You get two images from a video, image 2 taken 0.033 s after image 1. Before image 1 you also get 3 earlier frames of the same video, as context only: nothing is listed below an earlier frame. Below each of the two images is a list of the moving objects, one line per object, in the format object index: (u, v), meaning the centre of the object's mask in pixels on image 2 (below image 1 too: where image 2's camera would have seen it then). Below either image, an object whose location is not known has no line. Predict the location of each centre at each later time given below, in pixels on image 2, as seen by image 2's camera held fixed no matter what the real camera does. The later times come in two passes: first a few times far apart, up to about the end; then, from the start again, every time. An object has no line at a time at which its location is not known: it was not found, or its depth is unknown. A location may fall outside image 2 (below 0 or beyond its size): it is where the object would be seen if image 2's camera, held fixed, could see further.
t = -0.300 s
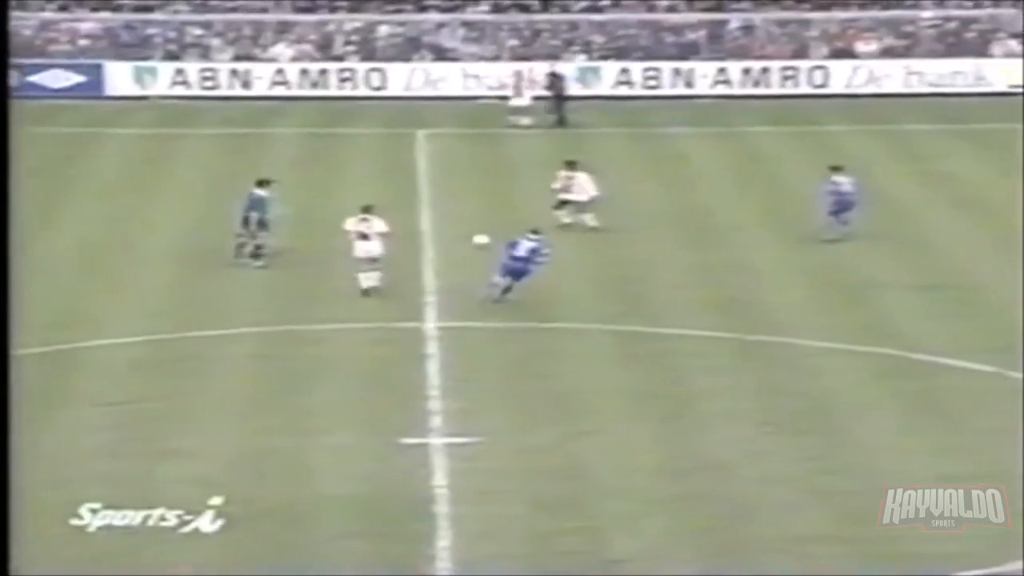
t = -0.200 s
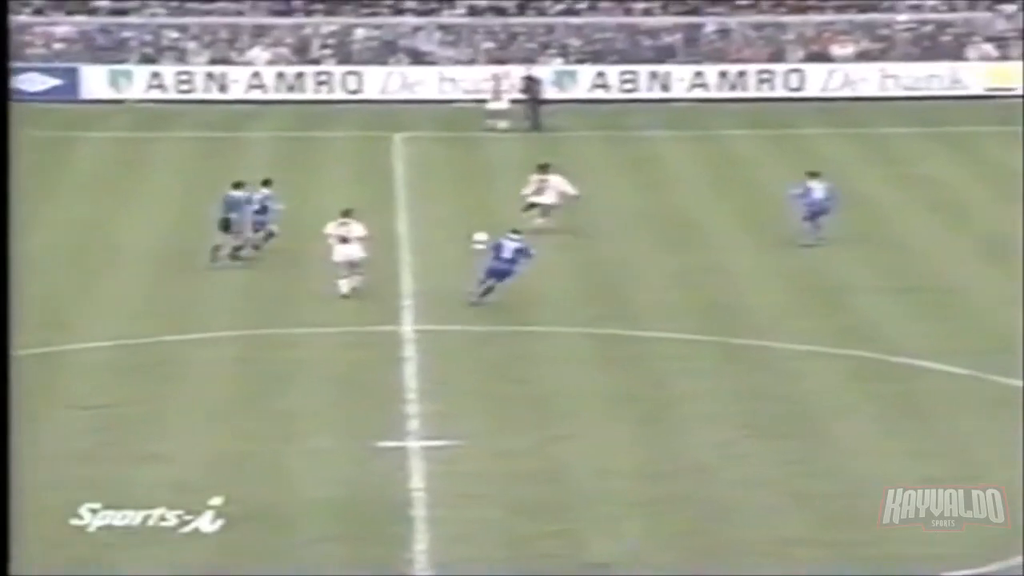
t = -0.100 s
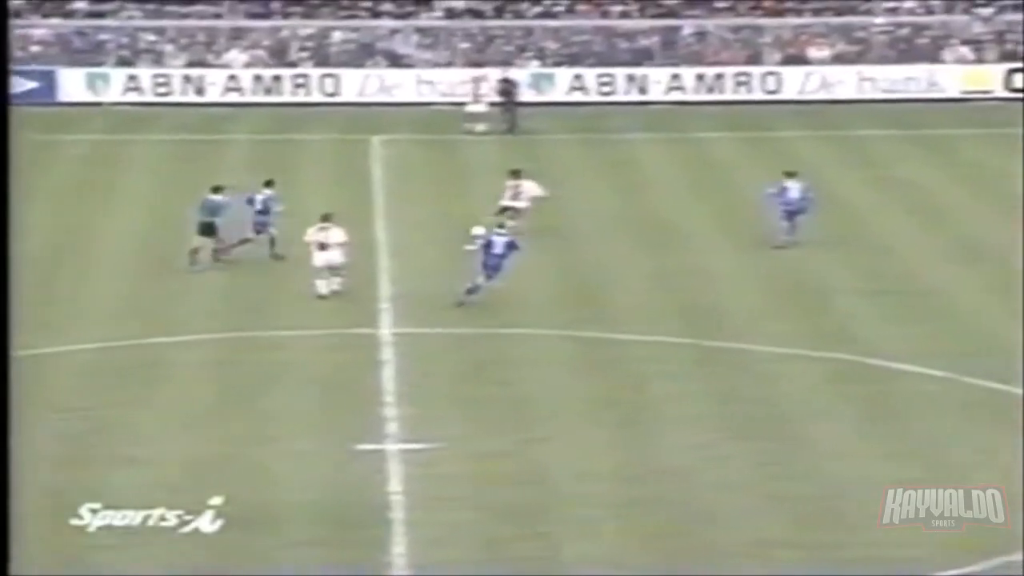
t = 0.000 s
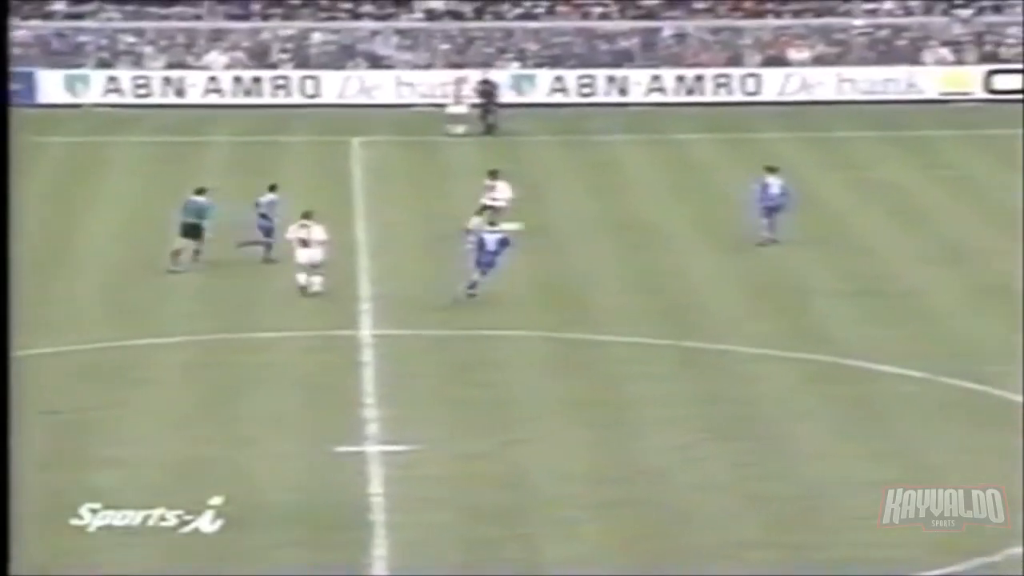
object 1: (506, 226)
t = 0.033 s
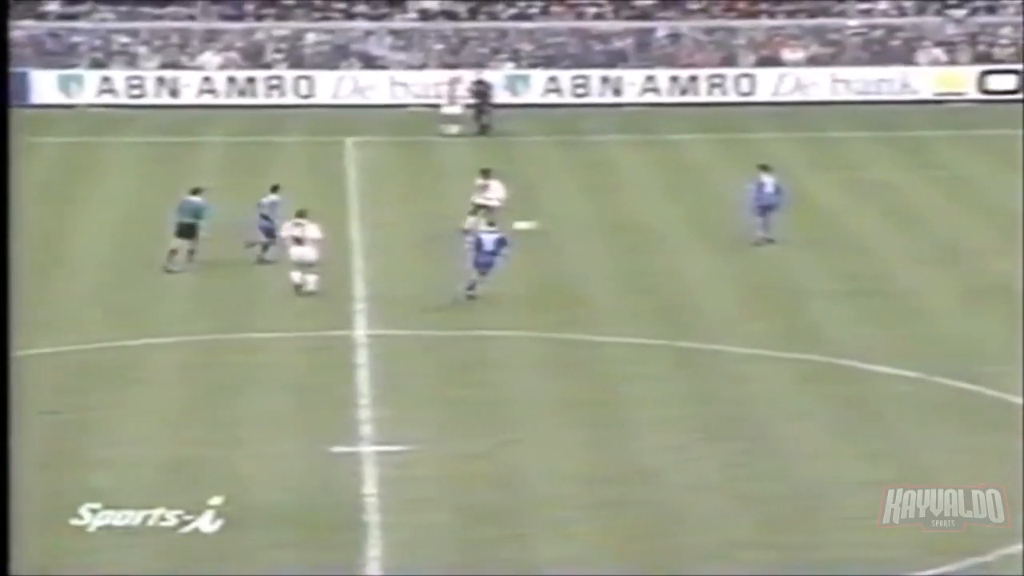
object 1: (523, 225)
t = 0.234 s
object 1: (645, 227)
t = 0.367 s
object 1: (726, 240)
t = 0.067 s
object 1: (544, 224)
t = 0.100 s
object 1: (563, 223)
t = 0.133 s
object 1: (583, 224)
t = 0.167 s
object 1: (603, 224)
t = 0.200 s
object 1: (624, 225)
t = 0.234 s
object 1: (645, 227)
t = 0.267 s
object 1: (664, 230)
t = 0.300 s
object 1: (685, 233)
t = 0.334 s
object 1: (706, 236)
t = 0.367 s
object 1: (726, 240)
